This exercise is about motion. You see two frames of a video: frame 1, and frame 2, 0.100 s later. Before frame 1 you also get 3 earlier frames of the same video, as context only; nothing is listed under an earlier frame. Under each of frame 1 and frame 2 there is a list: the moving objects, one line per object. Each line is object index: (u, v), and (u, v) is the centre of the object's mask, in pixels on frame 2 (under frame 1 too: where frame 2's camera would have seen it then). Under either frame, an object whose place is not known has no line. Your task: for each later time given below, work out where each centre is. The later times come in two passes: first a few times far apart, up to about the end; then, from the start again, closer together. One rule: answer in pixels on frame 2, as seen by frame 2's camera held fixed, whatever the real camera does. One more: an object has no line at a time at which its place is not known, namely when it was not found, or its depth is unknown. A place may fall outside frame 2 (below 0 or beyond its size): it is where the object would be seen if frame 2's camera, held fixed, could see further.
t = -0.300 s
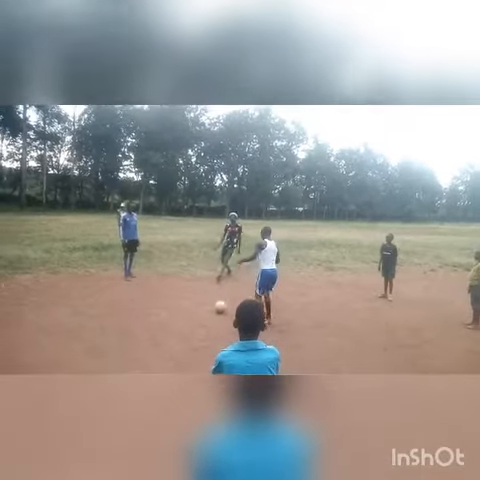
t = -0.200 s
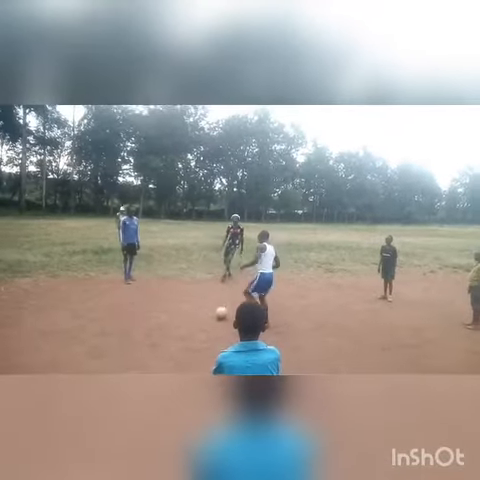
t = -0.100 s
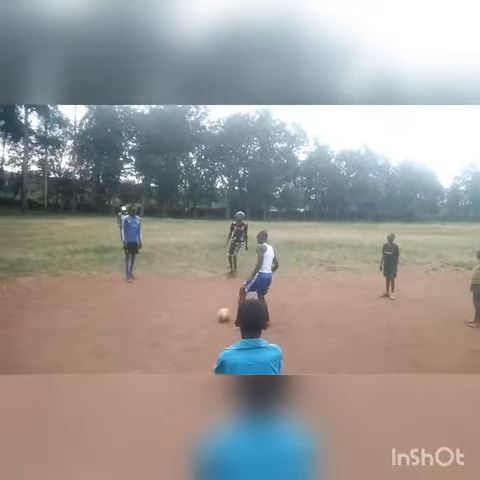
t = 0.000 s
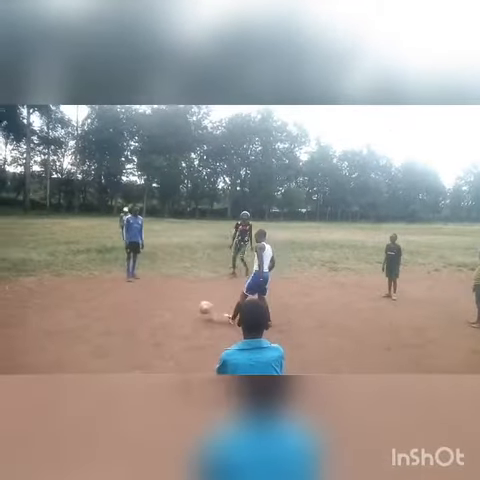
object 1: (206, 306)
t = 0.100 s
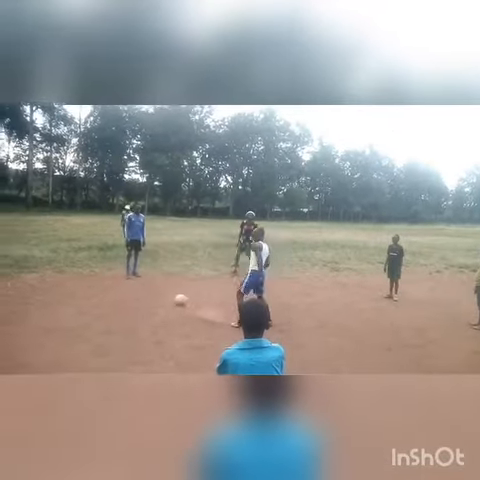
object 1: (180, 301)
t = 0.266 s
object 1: (136, 304)
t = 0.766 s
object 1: (30, 321)
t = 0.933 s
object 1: (8, 315)
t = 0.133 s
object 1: (172, 301)
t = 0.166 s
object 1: (163, 301)
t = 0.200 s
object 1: (154, 301)
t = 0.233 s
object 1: (145, 302)
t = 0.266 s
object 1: (136, 304)
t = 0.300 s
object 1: (126, 307)
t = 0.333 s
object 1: (117, 311)
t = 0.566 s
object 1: (73, 308)
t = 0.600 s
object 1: (66, 308)
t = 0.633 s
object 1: (59, 309)
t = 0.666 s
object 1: (52, 311)
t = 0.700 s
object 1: (45, 313)
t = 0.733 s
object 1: (37, 318)
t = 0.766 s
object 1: (30, 321)
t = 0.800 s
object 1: (24, 319)
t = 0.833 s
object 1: (19, 316)
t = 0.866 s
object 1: (13, 315)
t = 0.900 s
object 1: (9, 315)
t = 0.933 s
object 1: (8, 315)
